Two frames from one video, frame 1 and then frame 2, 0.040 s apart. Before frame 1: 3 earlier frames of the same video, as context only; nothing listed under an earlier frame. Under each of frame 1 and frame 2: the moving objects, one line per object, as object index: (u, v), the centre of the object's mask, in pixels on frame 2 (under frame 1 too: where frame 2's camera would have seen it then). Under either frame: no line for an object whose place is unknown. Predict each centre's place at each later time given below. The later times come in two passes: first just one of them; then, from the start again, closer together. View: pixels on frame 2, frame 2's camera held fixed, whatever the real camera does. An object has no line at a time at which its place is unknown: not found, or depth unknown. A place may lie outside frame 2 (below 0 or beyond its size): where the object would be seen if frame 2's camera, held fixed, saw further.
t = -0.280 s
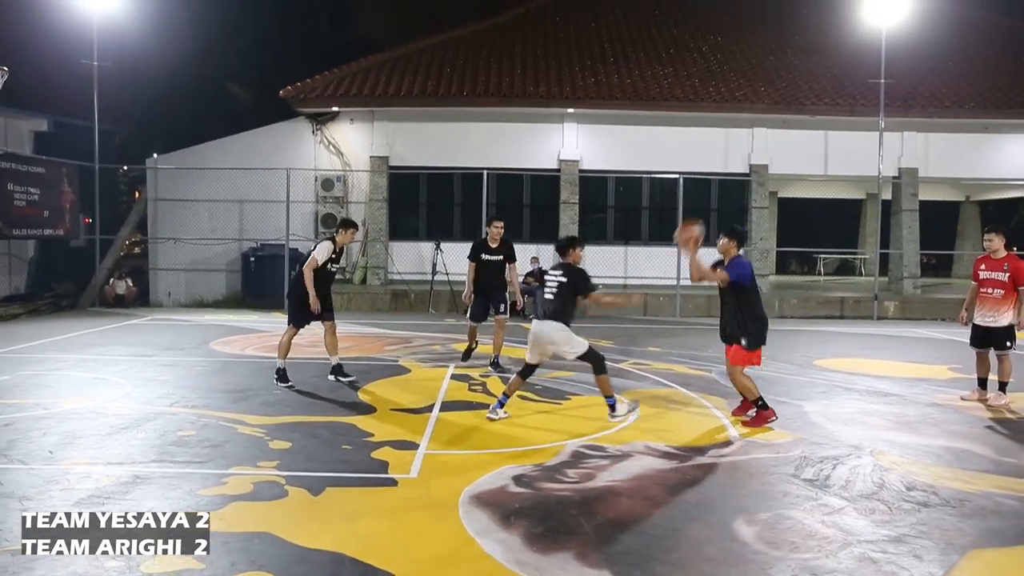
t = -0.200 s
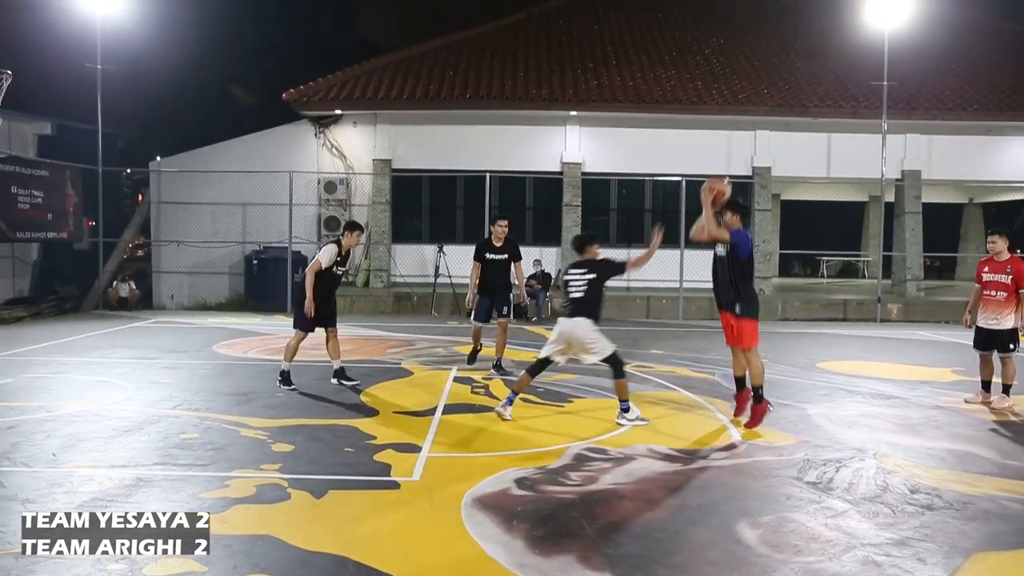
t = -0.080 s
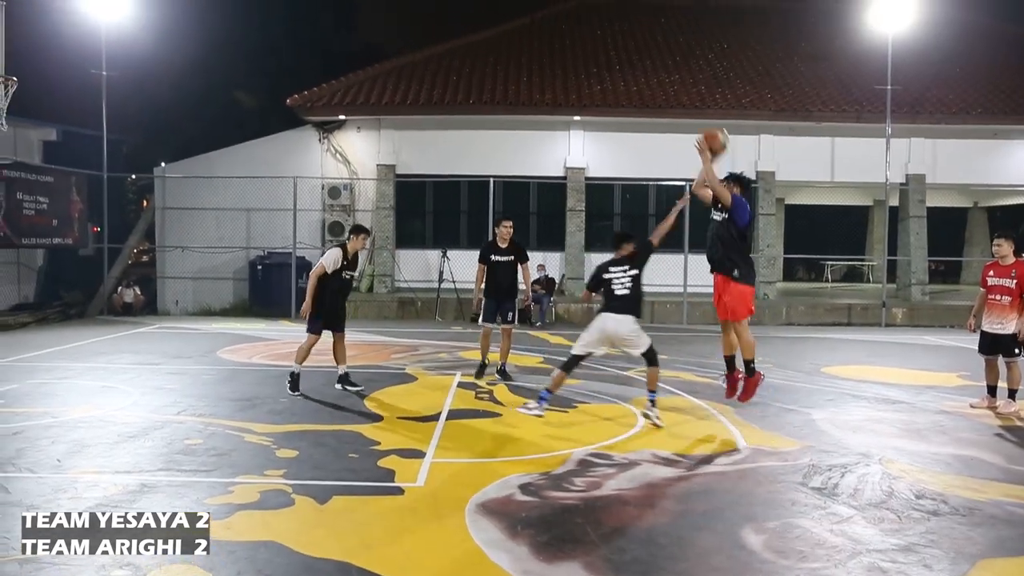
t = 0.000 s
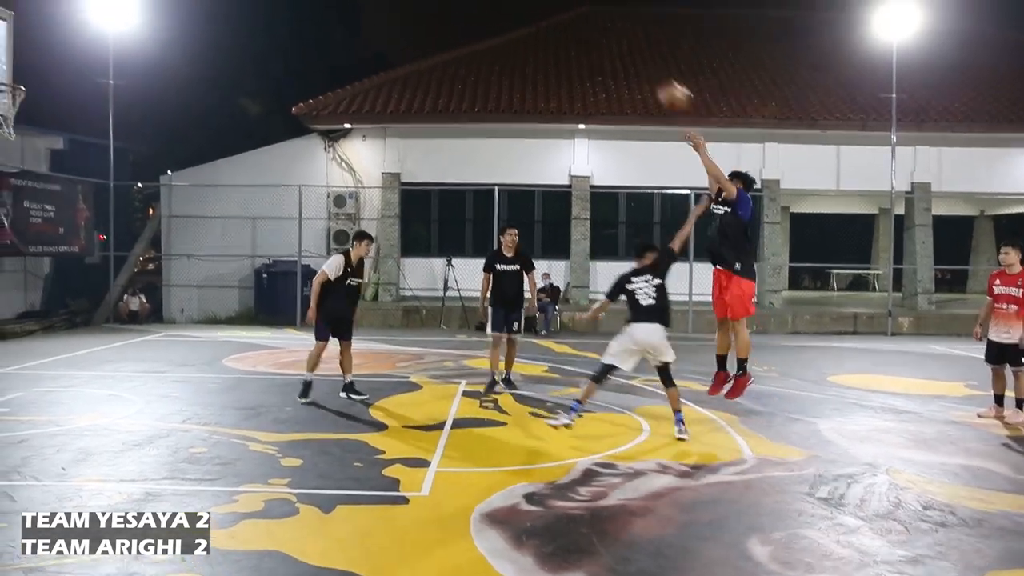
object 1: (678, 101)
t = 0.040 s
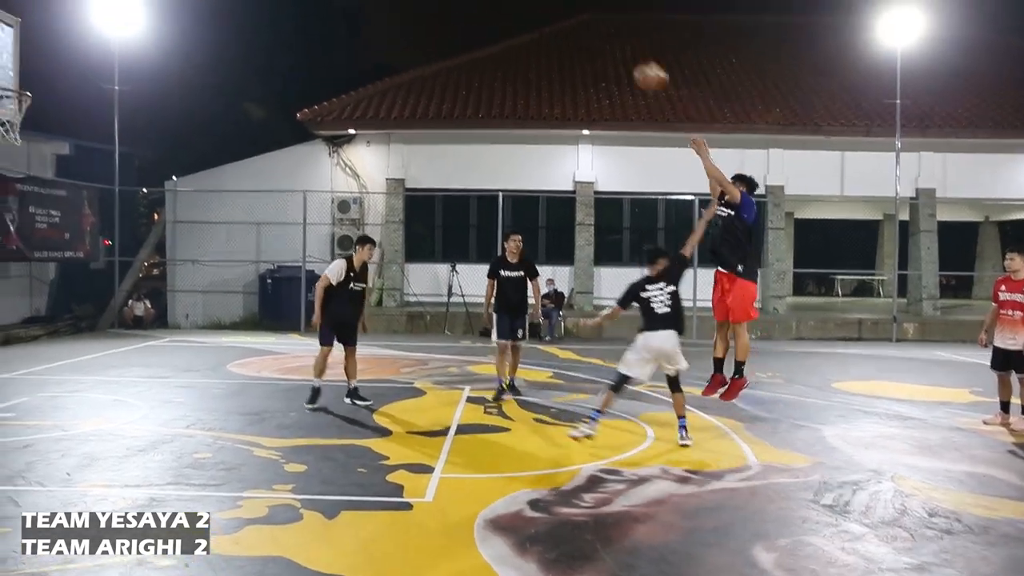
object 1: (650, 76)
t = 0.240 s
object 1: (515, -17)
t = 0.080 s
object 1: (623, 55)
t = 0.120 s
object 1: (596, 34)
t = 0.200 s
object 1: (541, -2)
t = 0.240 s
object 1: (515, -17)
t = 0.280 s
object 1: (488, -30)
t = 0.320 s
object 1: (461, -40)
